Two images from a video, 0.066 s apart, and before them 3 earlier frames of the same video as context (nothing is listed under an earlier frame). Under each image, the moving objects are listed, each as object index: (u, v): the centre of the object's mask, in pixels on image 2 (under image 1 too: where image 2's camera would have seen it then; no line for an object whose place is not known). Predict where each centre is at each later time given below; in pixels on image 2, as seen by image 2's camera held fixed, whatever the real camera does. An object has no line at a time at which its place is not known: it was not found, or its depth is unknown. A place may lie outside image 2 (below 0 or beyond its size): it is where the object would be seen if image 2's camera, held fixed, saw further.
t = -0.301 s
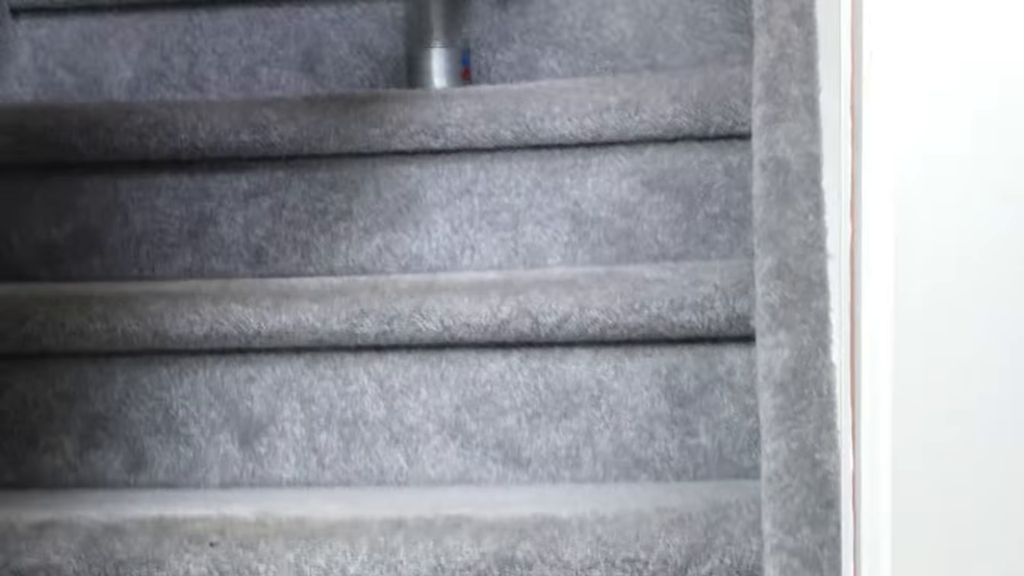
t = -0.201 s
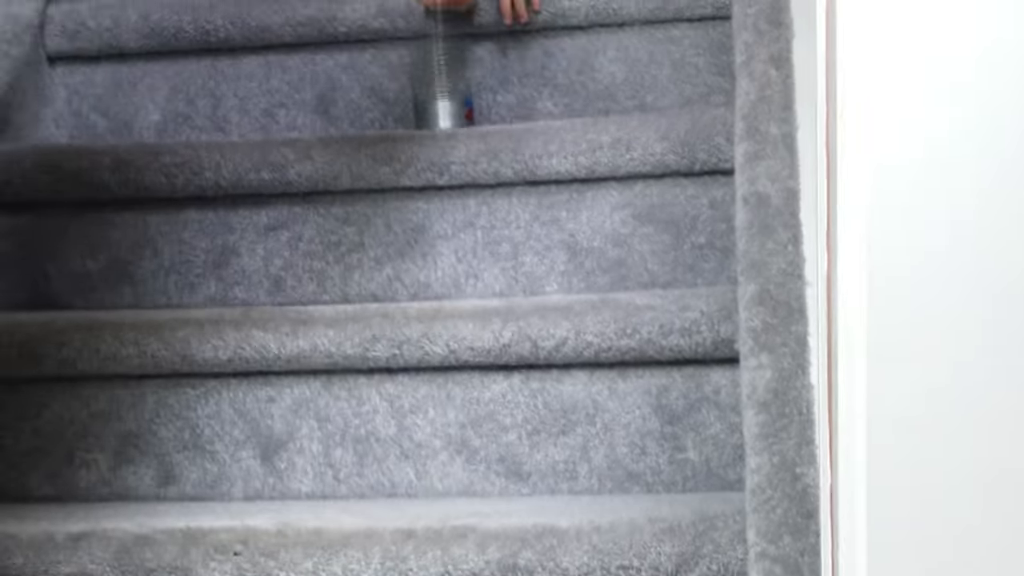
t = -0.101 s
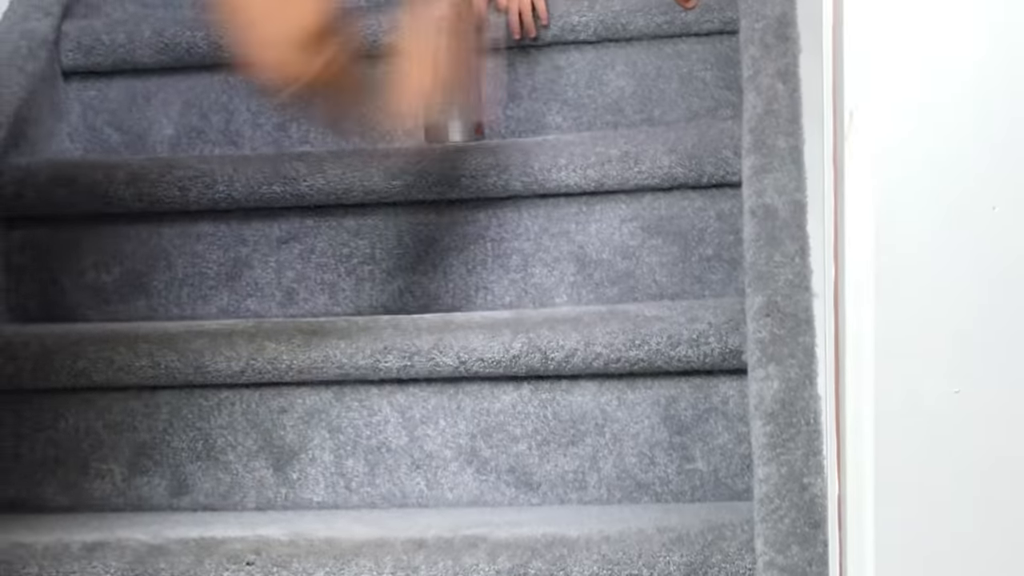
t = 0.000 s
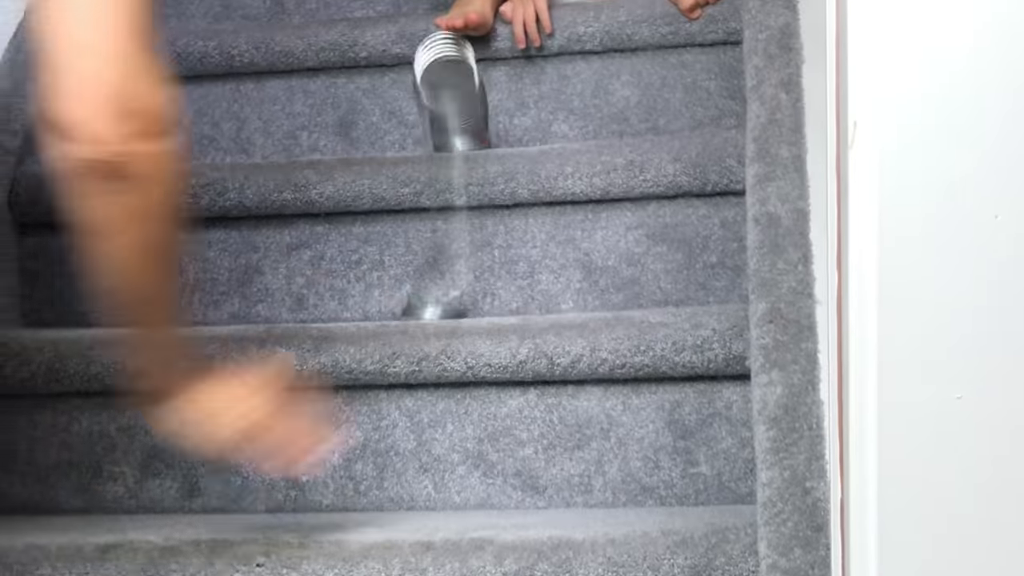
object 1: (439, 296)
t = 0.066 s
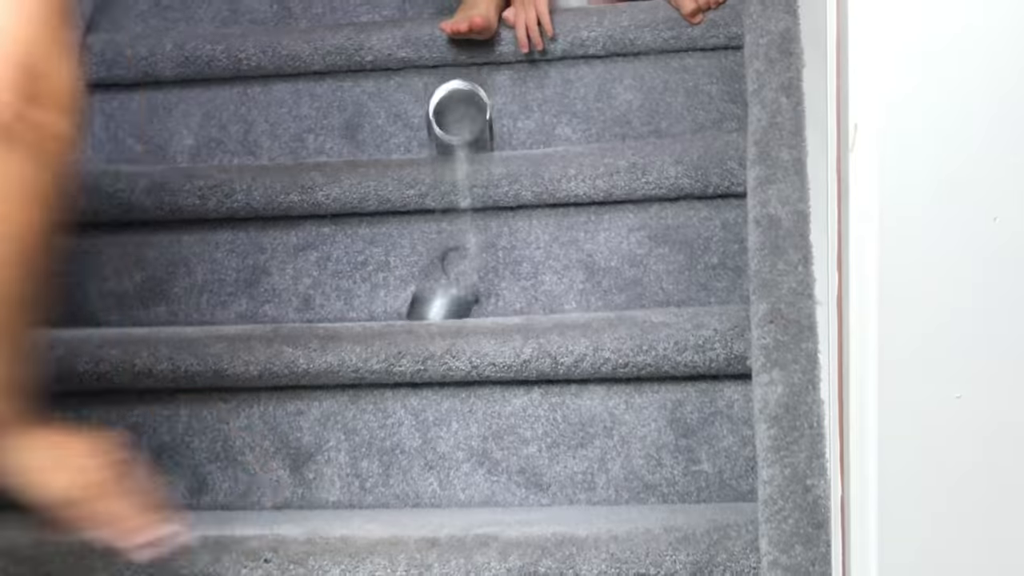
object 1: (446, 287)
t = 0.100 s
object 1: (447, 283)
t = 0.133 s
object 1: (449, 279)
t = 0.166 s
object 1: (451, 276)
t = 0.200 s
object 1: (454, 273)
